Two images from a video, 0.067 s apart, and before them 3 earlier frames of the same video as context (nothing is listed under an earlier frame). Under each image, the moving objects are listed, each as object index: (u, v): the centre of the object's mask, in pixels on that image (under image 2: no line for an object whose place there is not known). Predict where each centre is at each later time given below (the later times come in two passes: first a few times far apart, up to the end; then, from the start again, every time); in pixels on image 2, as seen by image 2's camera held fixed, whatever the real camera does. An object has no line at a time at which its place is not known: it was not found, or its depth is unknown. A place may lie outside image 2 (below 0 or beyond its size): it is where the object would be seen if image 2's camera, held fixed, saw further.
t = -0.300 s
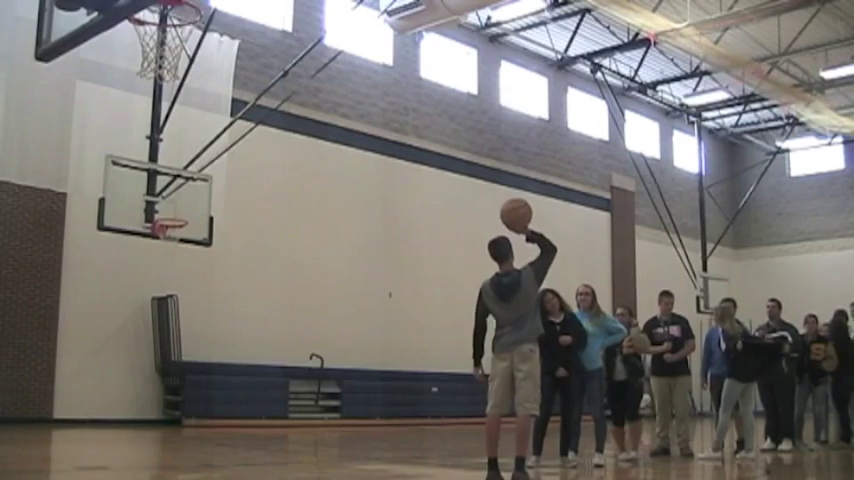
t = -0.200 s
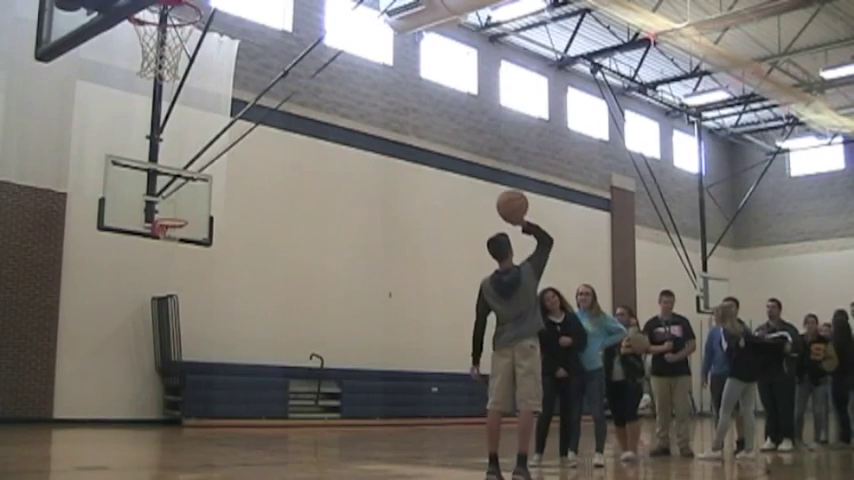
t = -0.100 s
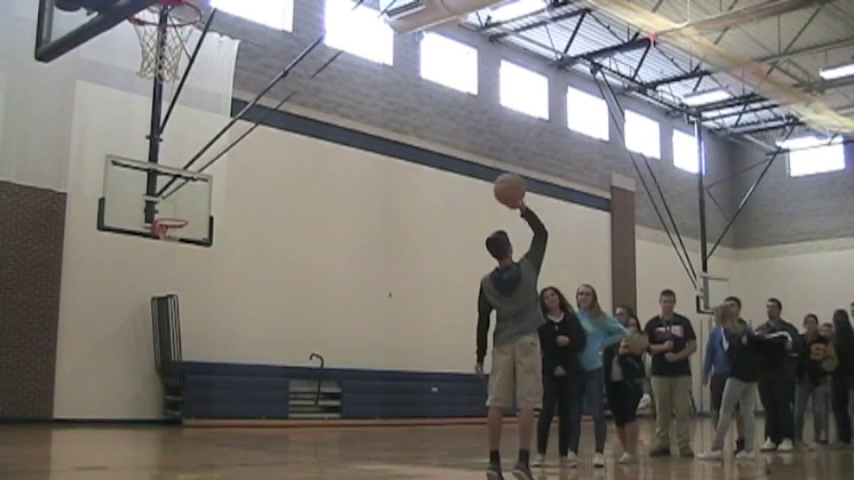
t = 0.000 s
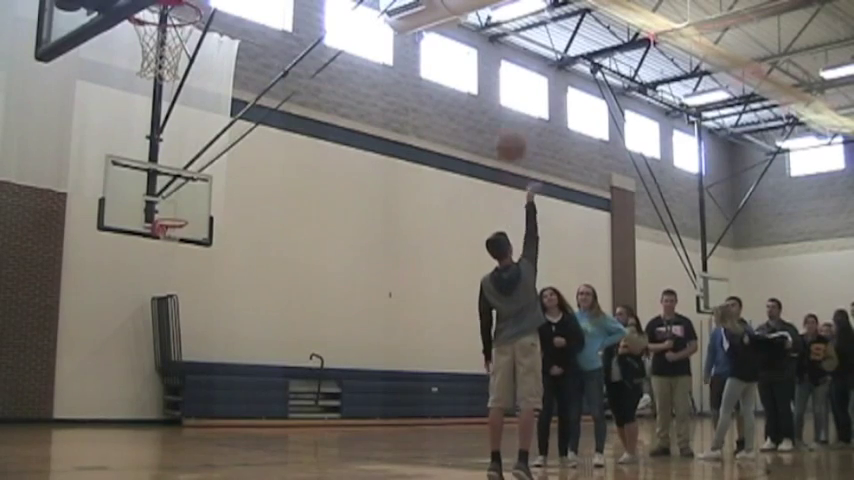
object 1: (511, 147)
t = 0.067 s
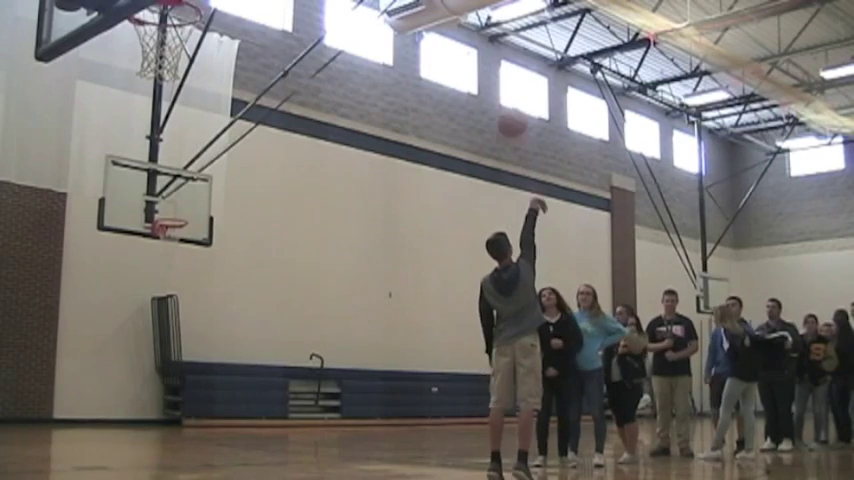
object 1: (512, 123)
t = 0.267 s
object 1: (516, 82)
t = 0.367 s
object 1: (519, 81)
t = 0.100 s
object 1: (513, 113)
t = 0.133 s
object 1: (513, 104)
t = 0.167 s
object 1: (513, 96)
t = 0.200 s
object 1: (514, 90)
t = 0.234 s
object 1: (515, 85)
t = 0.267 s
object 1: (516, 82)
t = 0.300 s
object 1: (517, 80)
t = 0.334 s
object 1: (518, 79)
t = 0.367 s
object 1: (519, 81)
